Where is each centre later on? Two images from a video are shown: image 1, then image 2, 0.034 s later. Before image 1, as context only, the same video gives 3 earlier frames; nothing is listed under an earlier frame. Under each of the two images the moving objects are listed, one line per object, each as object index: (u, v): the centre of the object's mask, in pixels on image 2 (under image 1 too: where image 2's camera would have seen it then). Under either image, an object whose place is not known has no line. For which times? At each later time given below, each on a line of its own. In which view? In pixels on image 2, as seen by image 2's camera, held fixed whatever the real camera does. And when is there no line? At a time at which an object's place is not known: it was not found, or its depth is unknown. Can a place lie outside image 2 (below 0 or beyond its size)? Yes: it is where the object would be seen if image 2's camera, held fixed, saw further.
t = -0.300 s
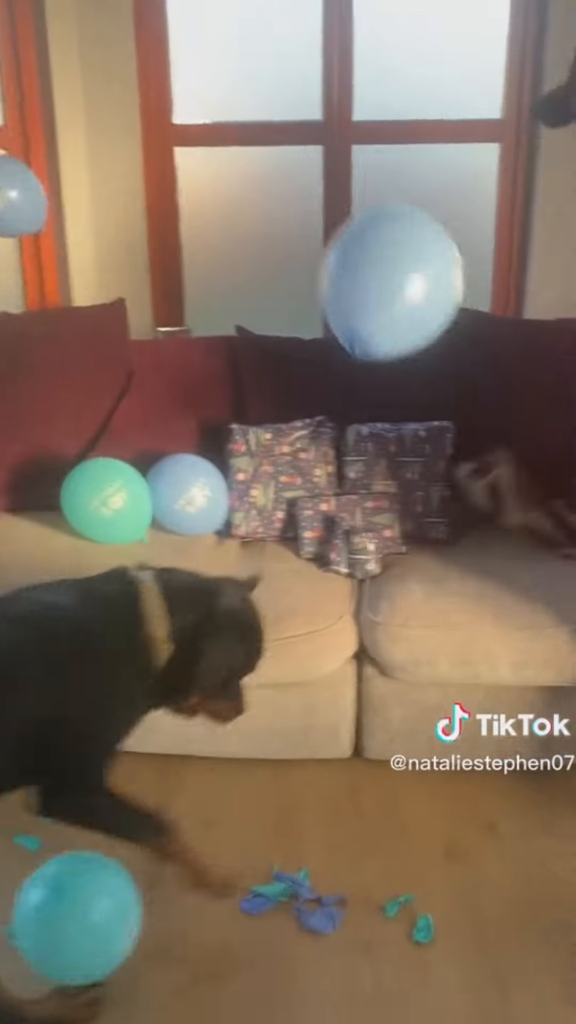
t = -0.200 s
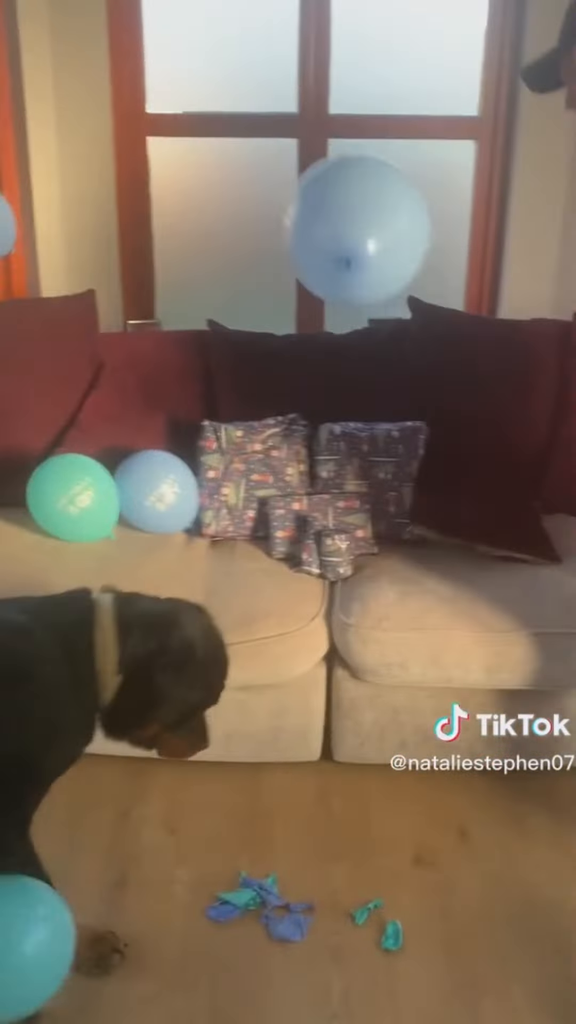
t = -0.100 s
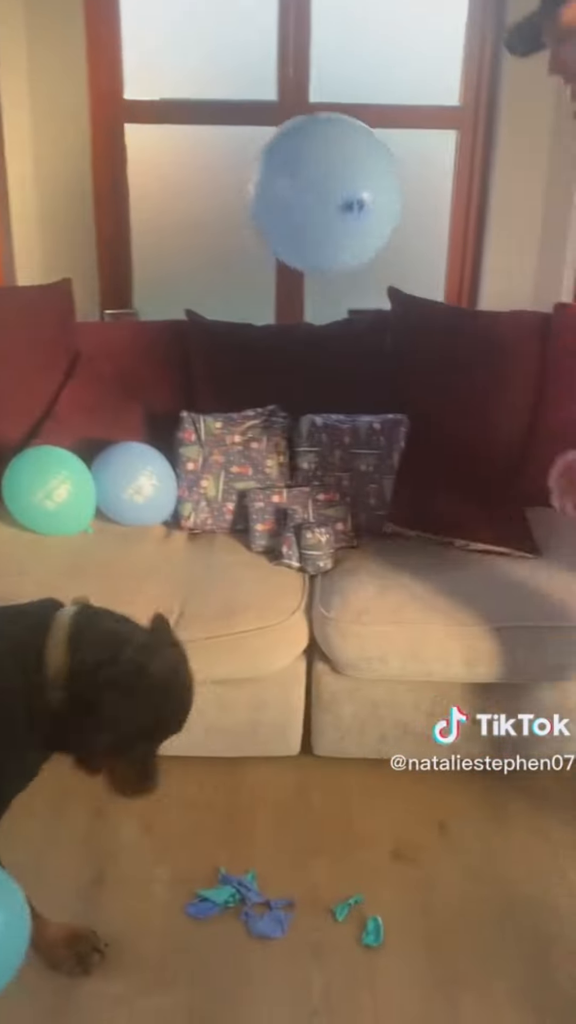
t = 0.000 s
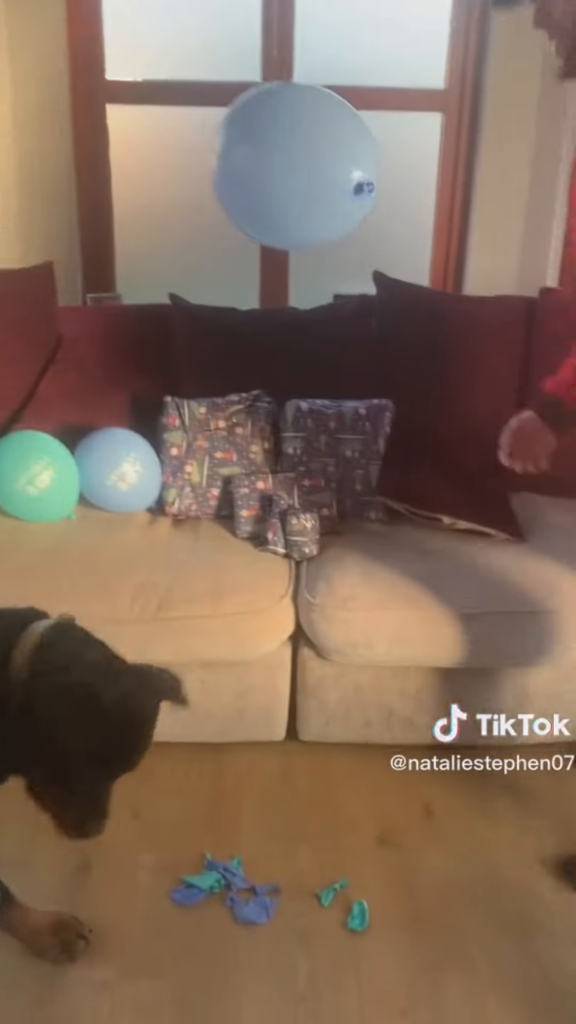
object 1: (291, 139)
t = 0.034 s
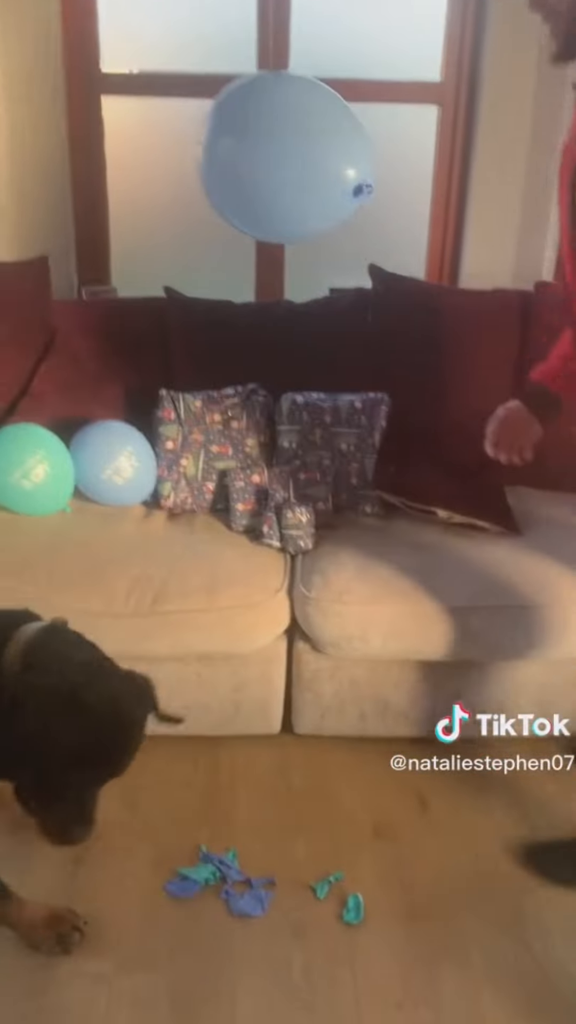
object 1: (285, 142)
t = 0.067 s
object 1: (278, 149)
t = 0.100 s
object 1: (270, 156)
